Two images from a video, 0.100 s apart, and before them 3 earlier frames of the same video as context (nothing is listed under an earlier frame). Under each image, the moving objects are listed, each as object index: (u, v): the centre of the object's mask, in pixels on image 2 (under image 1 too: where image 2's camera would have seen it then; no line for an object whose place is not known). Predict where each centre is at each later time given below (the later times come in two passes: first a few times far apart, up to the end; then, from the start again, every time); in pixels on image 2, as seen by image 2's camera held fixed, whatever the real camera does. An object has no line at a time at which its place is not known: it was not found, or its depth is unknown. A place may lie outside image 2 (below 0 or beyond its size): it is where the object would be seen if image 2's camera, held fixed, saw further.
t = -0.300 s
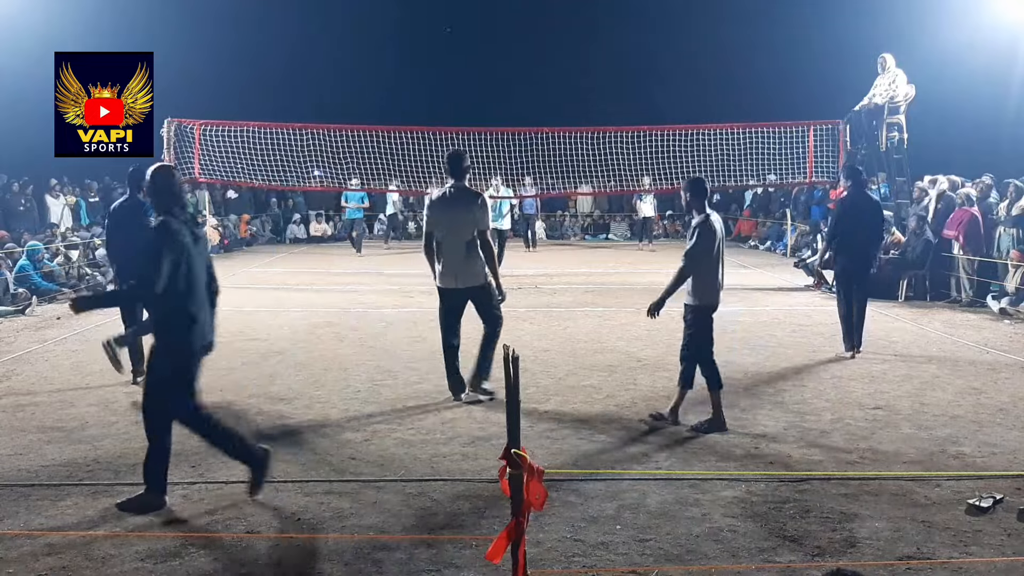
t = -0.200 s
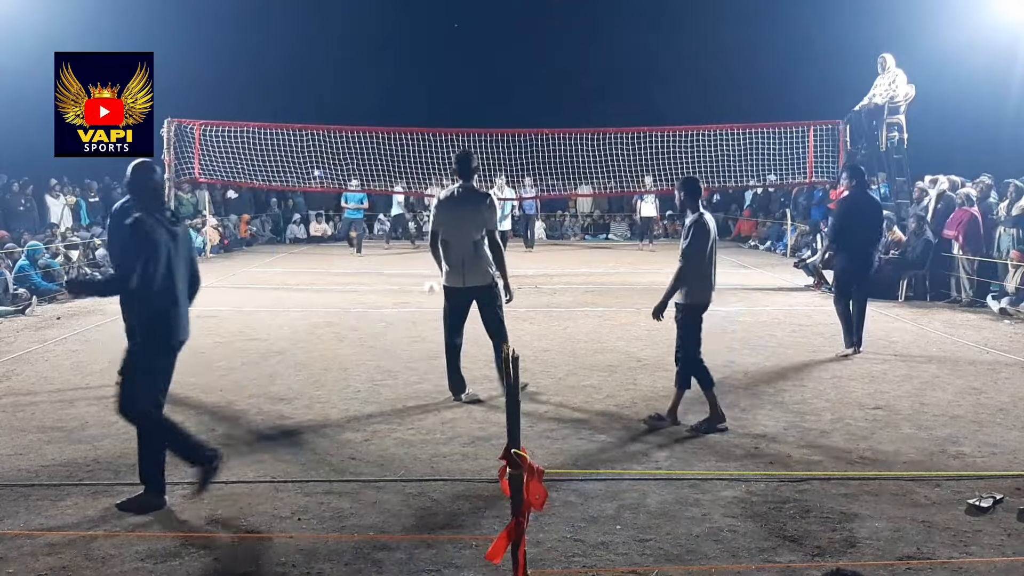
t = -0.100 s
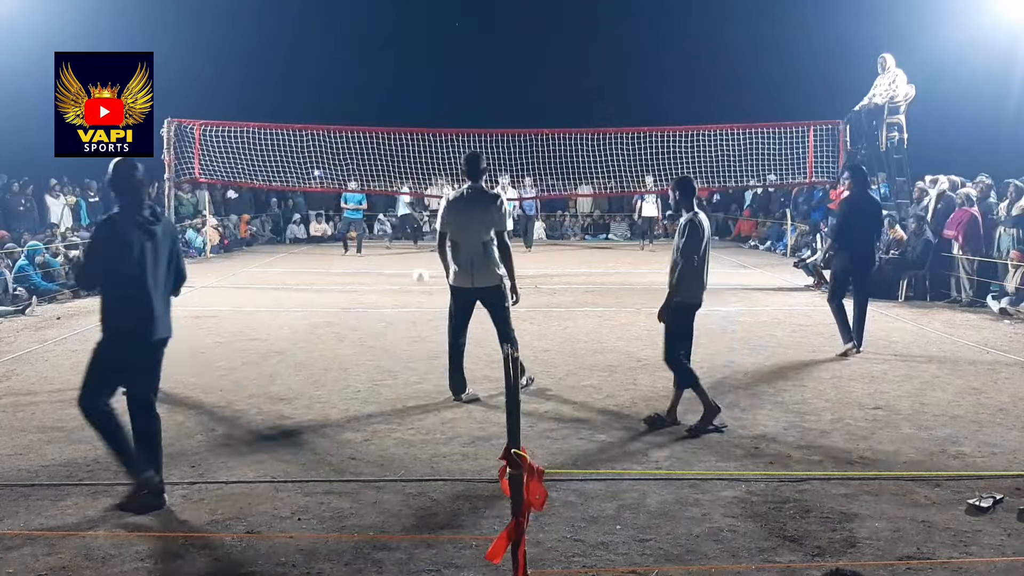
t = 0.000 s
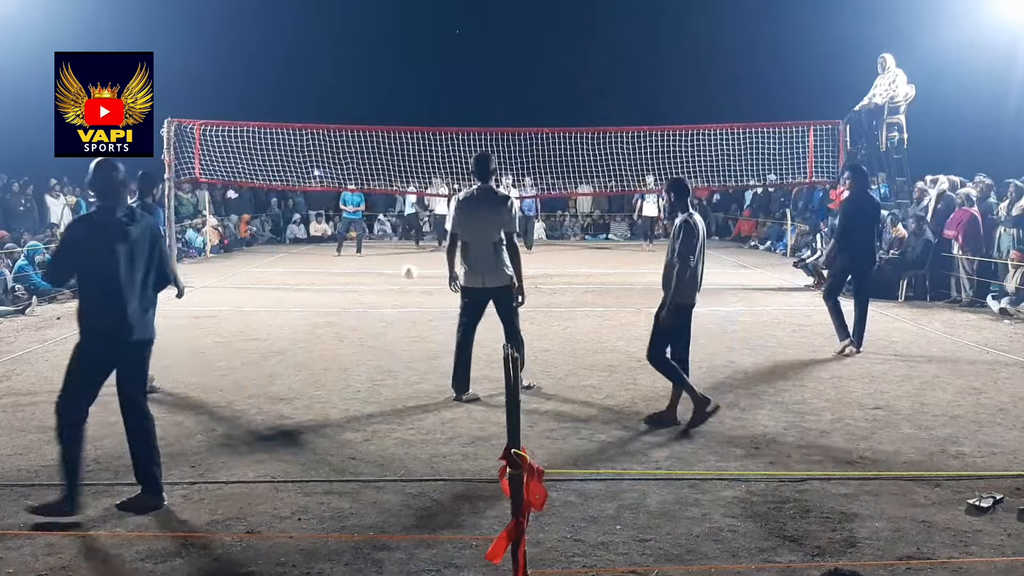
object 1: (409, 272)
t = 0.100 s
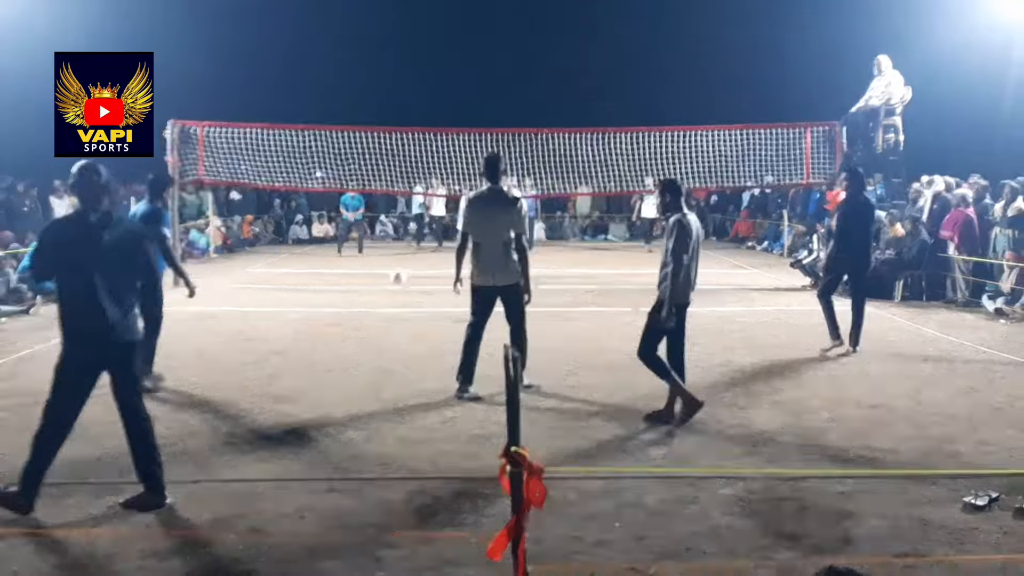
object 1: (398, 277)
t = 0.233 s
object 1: (379, 297)
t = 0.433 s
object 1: (349, 311)
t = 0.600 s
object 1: (320, 310)
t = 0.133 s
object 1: (393, 280)
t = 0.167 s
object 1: (388, 284)
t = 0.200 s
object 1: (384, 290)
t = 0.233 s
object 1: (379, 297)
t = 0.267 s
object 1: (374, 304)
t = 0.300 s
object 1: (369, 314)
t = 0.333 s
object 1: (365, 323)
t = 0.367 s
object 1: (360, 318)
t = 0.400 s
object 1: (354, 314)
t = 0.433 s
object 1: (349, 311)
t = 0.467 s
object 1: (344, 308)
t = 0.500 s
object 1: (338, 307)
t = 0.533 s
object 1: (332, 307)
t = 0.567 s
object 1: (327, 308)
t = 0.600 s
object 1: (320, 310)
